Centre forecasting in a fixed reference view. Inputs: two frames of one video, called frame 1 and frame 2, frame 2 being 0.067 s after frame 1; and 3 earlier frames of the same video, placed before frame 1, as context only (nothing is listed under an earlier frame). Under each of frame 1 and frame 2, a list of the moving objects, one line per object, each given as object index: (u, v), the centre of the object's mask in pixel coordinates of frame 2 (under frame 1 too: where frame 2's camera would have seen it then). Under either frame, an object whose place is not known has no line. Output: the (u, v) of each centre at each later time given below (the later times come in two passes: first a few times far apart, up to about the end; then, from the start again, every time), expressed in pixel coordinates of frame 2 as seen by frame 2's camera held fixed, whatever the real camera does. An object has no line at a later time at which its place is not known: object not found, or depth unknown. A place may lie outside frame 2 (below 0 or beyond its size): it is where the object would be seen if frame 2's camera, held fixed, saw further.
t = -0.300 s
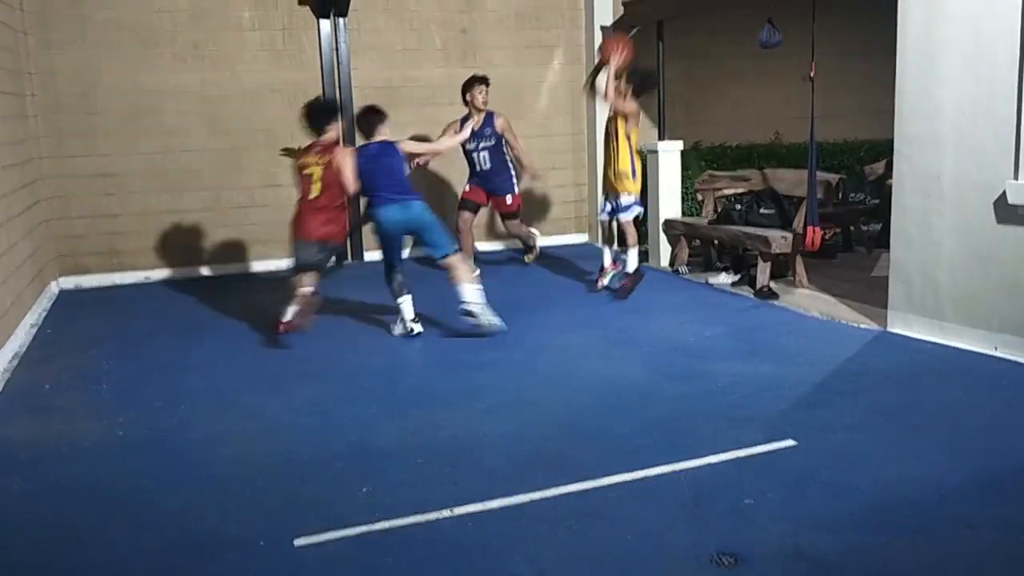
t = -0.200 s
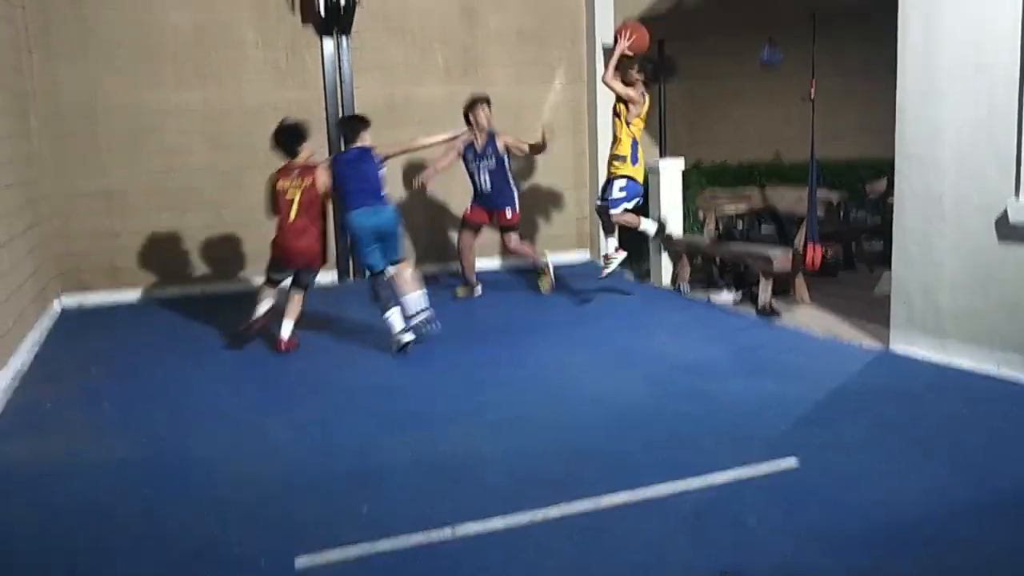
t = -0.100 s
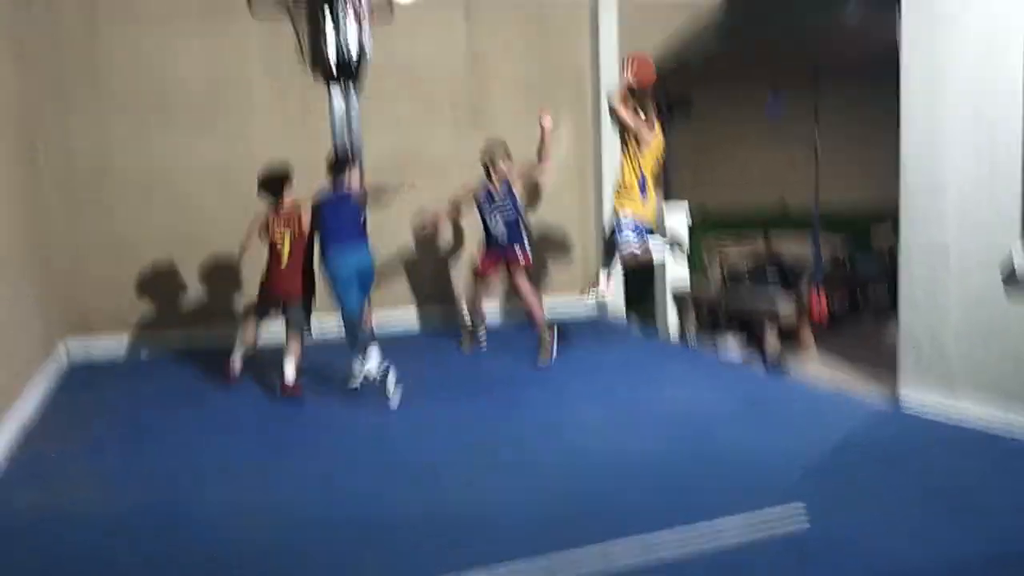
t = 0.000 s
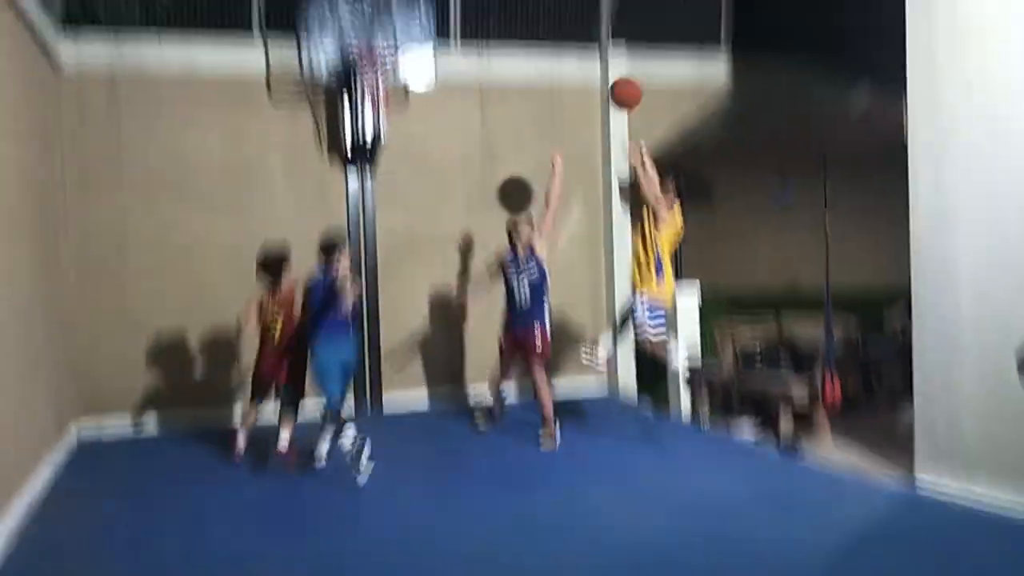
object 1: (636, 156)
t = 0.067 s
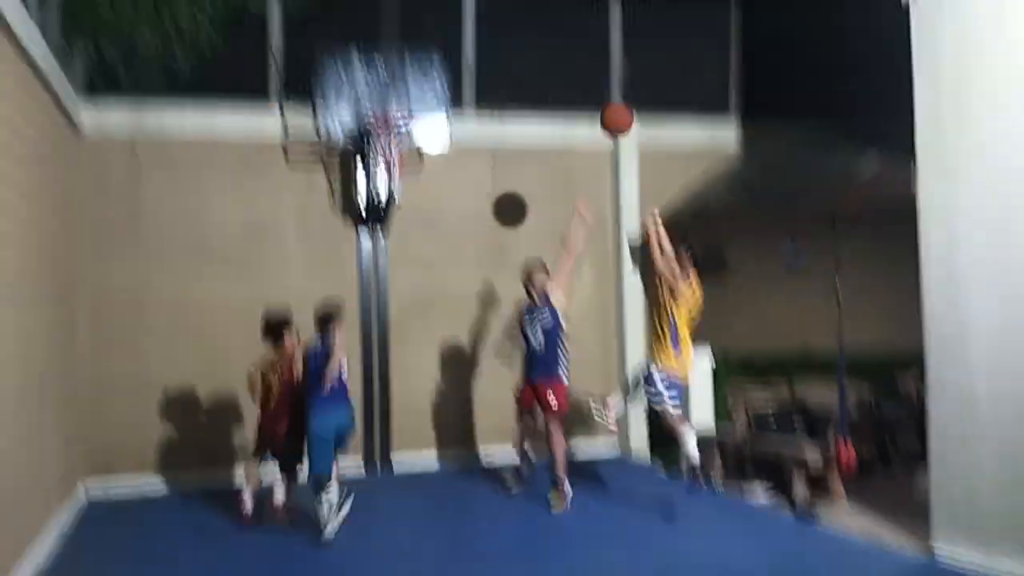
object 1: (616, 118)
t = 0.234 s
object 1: (570, 60)
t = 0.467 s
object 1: (512, 36)
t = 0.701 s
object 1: (459, 82)
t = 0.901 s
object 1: (417, 173)
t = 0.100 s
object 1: (607, 103)
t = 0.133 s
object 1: (597, 90)
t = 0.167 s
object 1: (588, 79)
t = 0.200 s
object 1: (579, 68)
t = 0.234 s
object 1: (570, 60)
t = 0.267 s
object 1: (561, 52)
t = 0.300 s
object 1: (553, 45)
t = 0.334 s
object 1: (545, 40)
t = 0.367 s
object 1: (536, 38)
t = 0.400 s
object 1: (528, 36)
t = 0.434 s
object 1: (520, 36)
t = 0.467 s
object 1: (512, 36)
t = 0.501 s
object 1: (504, 39)
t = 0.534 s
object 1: (496, 42)
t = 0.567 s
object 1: (488, 48)
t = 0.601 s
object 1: (480, 55)
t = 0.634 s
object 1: (474, 62)
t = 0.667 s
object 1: (466, 72)
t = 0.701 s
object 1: (459, 82)
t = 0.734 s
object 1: (452, 93)
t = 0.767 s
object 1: (445, 106)
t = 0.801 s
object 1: (438, 119)
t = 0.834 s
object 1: (430, 136)
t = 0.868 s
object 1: (422, 155)
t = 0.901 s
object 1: (417, 173)
